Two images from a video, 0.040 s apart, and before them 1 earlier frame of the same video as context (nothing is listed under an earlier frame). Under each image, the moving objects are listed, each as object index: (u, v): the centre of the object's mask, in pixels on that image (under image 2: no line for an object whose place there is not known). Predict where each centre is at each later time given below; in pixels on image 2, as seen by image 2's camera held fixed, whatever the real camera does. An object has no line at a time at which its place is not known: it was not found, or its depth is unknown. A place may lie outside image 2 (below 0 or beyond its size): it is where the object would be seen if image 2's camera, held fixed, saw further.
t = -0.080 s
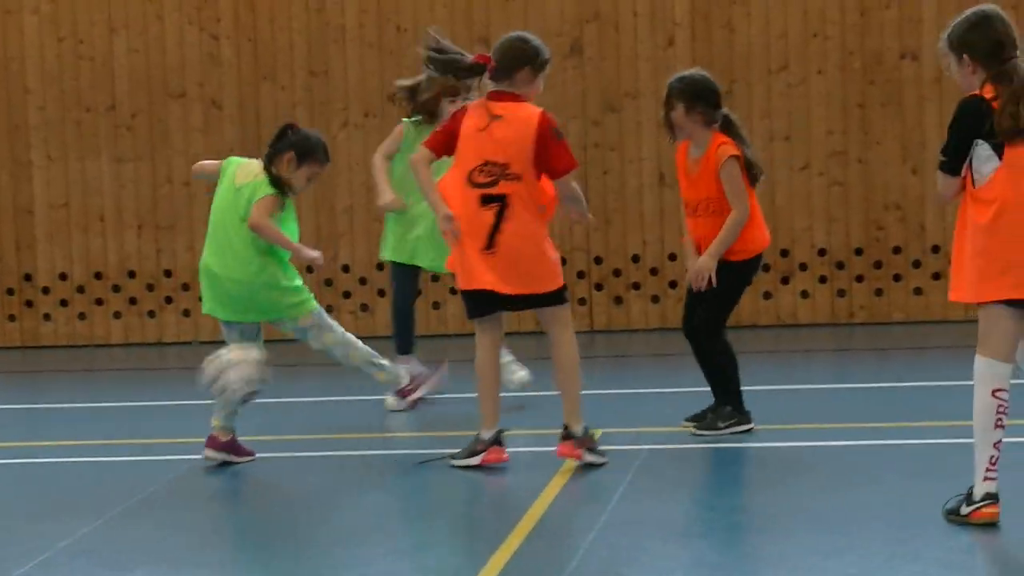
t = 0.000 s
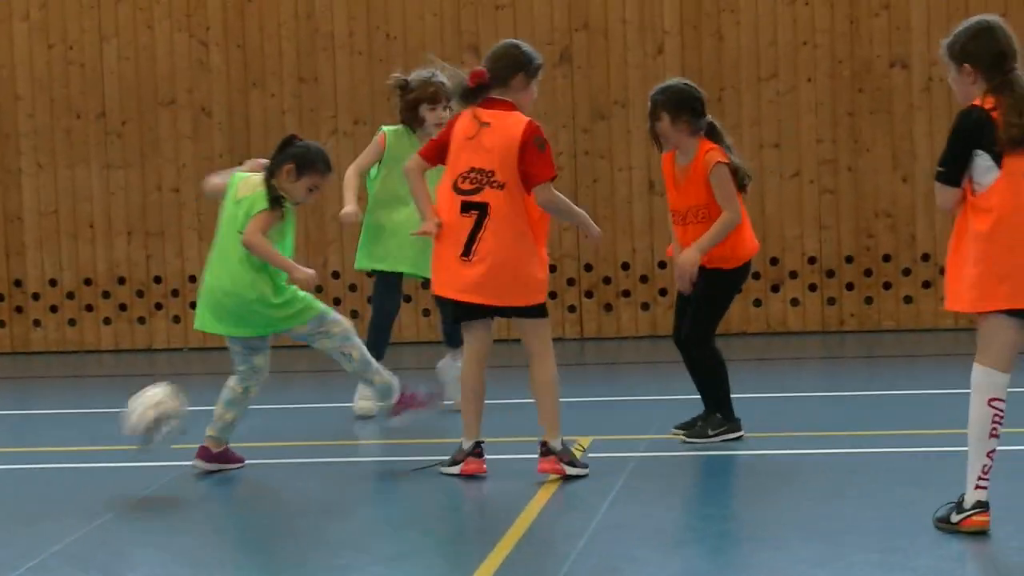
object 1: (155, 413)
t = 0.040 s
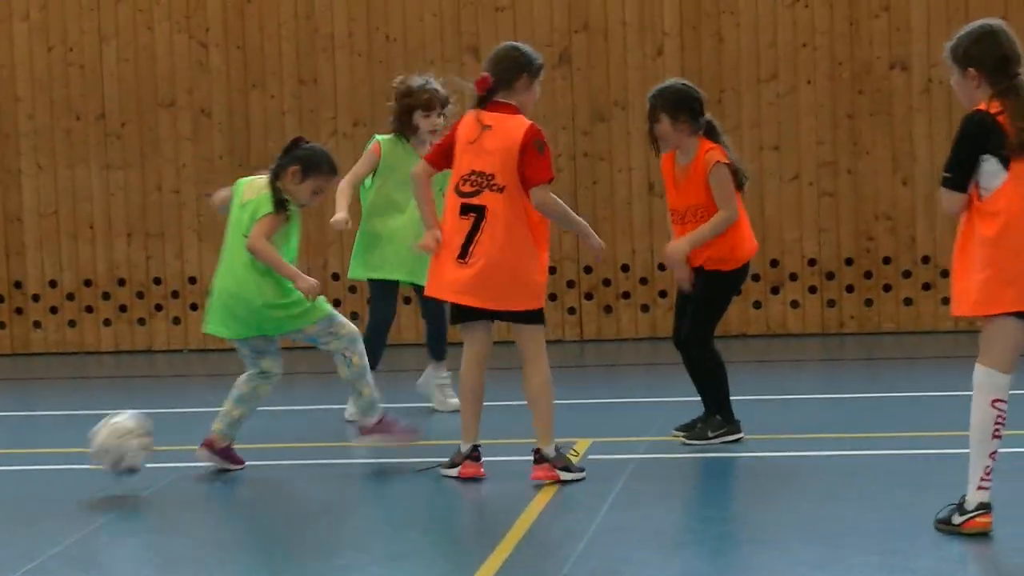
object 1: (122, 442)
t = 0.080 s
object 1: (83, 461)
